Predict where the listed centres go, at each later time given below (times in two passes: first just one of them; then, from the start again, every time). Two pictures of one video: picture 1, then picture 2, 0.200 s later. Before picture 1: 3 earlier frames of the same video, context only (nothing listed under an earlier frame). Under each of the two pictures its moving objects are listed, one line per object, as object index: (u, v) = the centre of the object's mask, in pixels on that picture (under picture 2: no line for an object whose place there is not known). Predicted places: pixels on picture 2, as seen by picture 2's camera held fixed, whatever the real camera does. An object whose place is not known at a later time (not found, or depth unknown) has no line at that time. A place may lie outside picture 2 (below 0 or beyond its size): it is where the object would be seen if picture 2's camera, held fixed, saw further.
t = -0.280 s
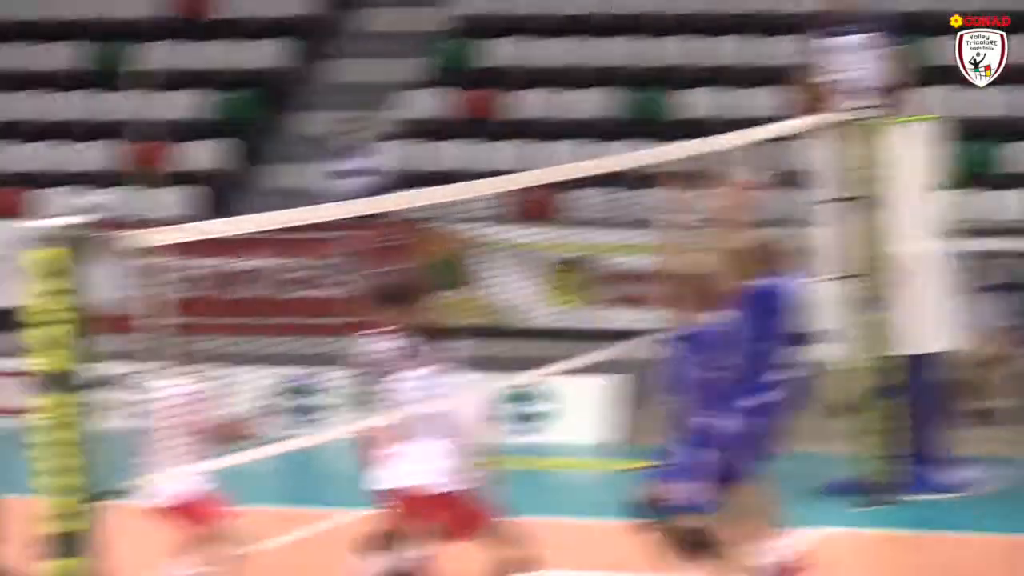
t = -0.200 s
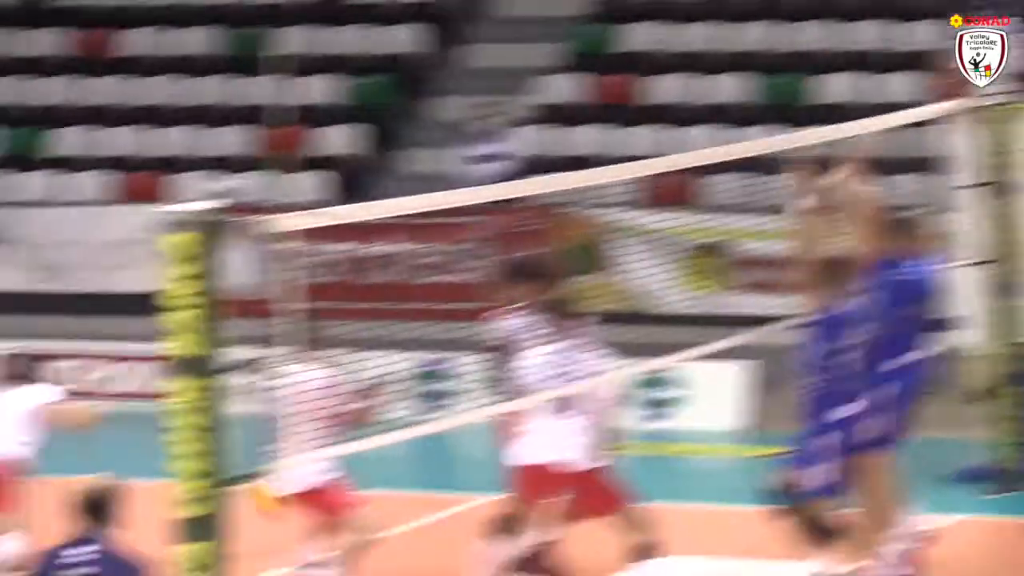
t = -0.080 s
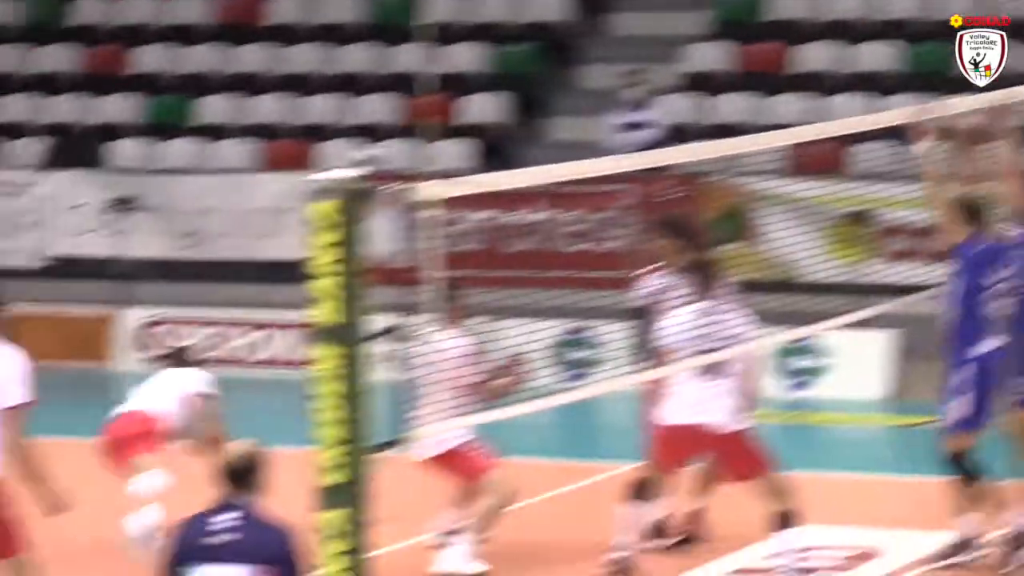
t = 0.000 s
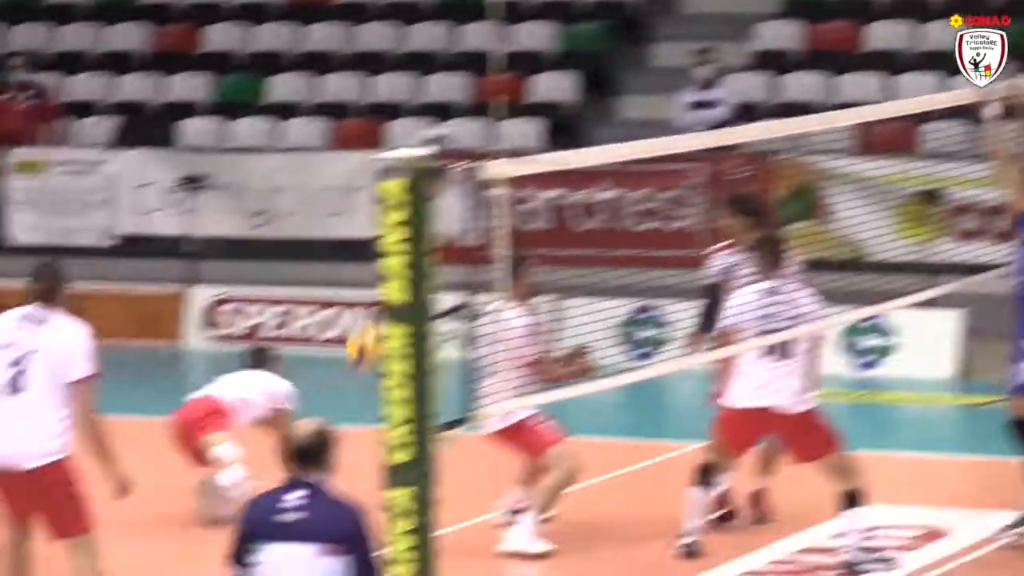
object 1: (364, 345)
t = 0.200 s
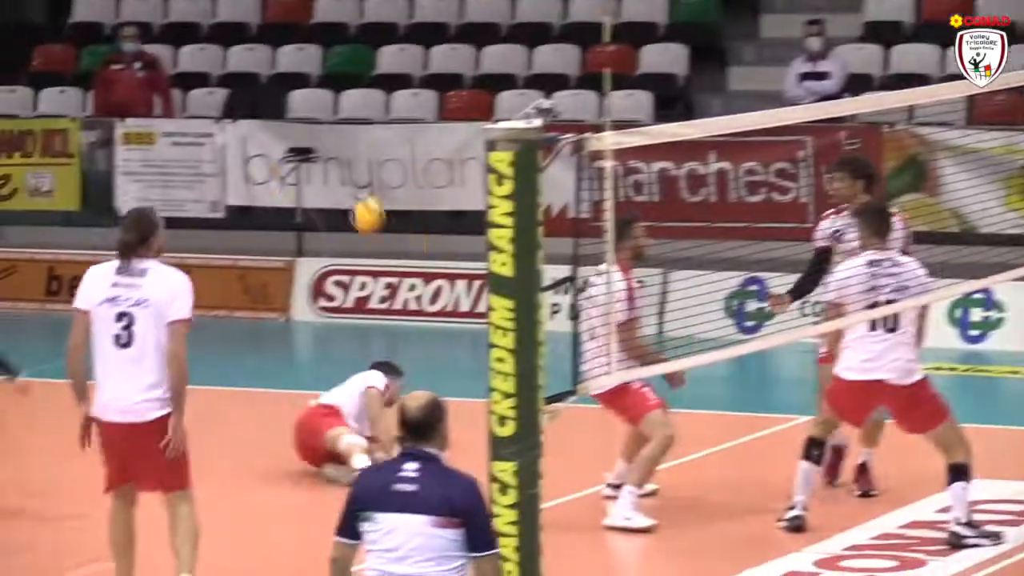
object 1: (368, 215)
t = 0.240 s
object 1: (348, 203)
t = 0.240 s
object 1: (348, 203)
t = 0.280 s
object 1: (331, 194)
